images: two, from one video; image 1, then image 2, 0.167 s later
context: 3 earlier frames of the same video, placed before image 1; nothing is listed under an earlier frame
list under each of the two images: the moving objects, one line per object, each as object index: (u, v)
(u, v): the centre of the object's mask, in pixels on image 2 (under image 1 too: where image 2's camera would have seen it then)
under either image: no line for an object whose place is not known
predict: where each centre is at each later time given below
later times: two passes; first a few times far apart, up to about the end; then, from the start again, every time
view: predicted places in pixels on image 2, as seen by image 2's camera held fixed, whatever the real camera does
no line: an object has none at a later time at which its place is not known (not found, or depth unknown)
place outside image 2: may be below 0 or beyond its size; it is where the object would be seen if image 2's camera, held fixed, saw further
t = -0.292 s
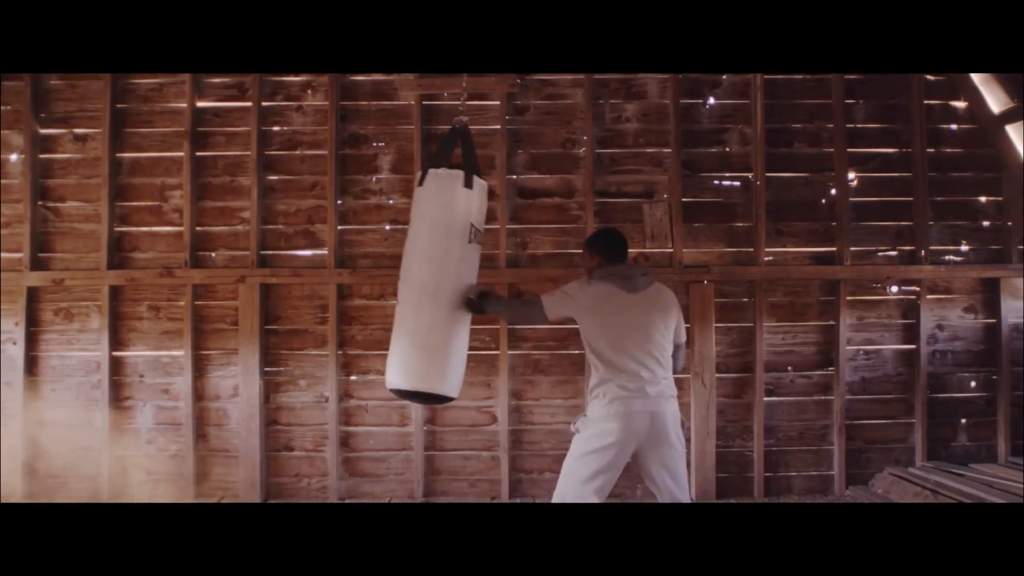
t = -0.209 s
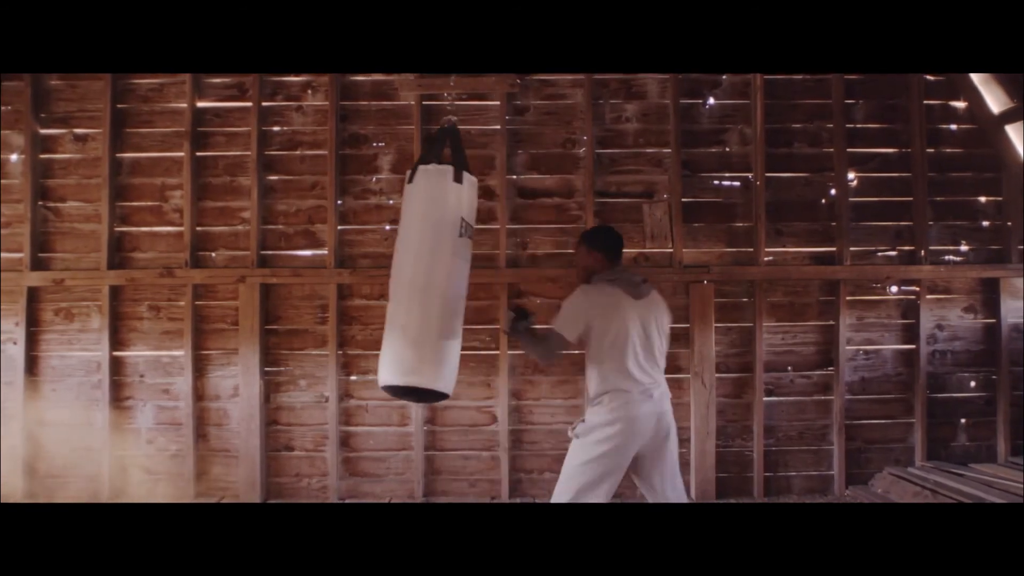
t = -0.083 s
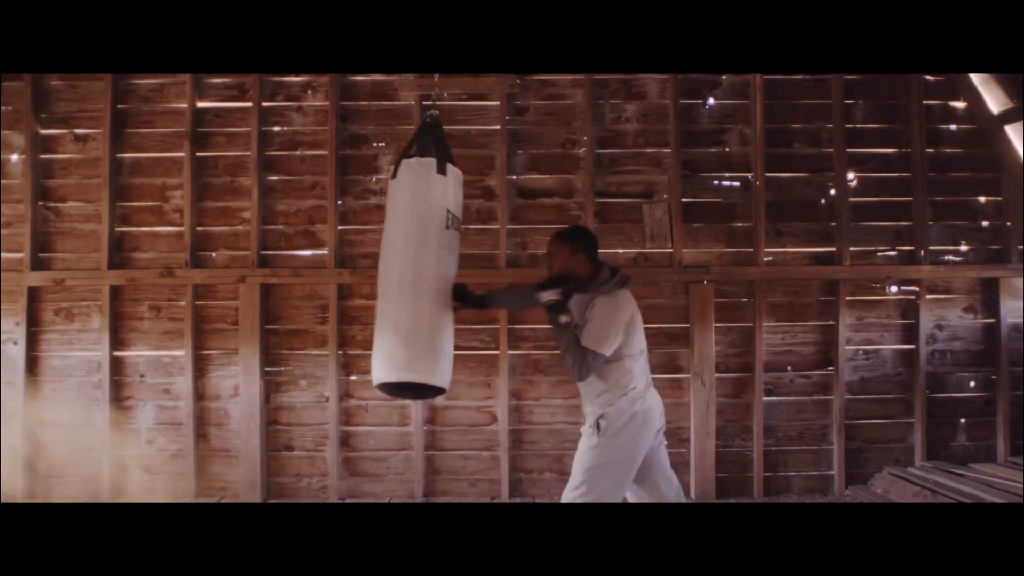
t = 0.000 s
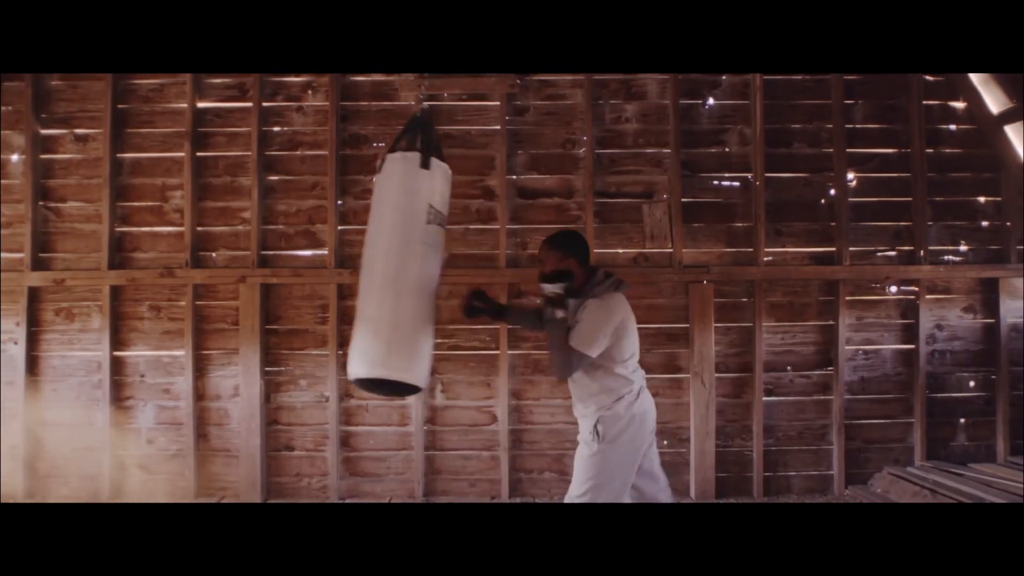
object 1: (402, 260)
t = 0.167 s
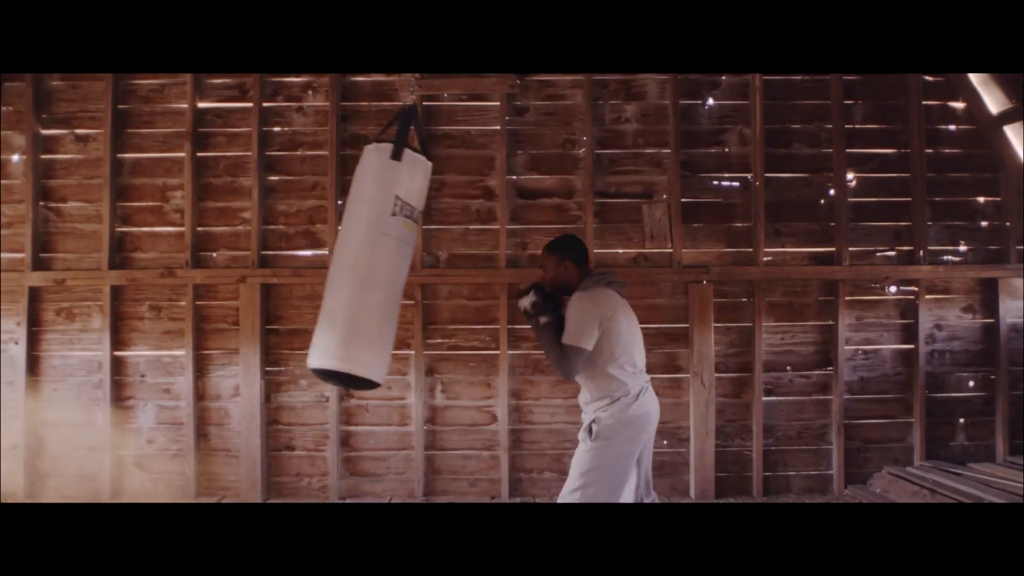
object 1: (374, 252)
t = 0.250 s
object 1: (362, 252)
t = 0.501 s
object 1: (344, 255)
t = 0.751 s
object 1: (356, 271)
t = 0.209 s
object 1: (368, 253)
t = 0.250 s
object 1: (362, 252)
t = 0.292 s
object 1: (357, 253)
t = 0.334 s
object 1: (353, 253)
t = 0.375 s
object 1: (349, 253)
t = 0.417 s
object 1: (347, 254)
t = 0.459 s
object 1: (345, 254)
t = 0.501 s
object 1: (344, 255)
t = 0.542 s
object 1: (344, 257)
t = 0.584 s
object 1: (345, 258)
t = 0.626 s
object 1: (346, 264)
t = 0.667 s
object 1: (349, 267)
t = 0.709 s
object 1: (352, 268)
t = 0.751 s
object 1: (356, 271)
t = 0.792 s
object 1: (361, 269)
